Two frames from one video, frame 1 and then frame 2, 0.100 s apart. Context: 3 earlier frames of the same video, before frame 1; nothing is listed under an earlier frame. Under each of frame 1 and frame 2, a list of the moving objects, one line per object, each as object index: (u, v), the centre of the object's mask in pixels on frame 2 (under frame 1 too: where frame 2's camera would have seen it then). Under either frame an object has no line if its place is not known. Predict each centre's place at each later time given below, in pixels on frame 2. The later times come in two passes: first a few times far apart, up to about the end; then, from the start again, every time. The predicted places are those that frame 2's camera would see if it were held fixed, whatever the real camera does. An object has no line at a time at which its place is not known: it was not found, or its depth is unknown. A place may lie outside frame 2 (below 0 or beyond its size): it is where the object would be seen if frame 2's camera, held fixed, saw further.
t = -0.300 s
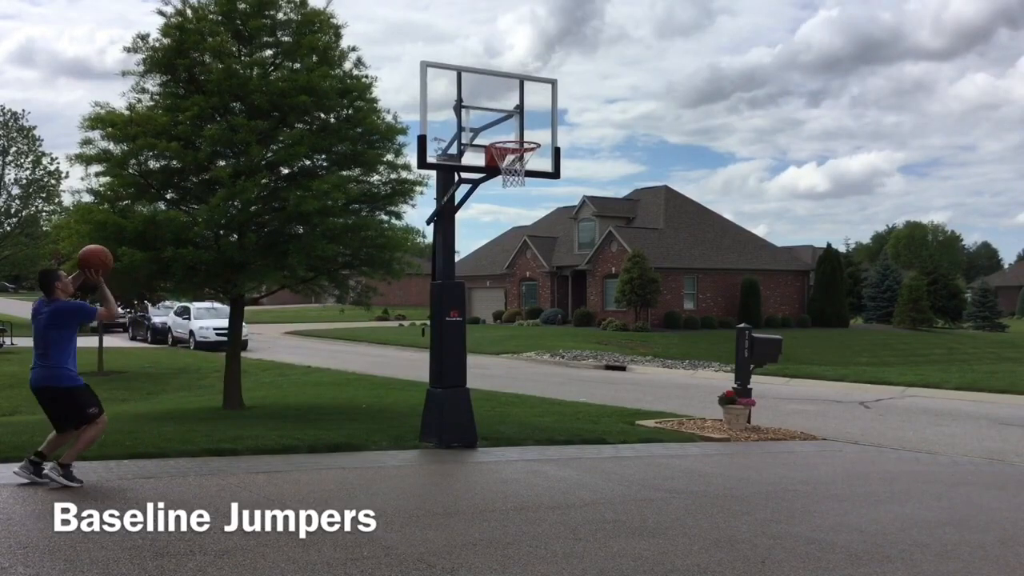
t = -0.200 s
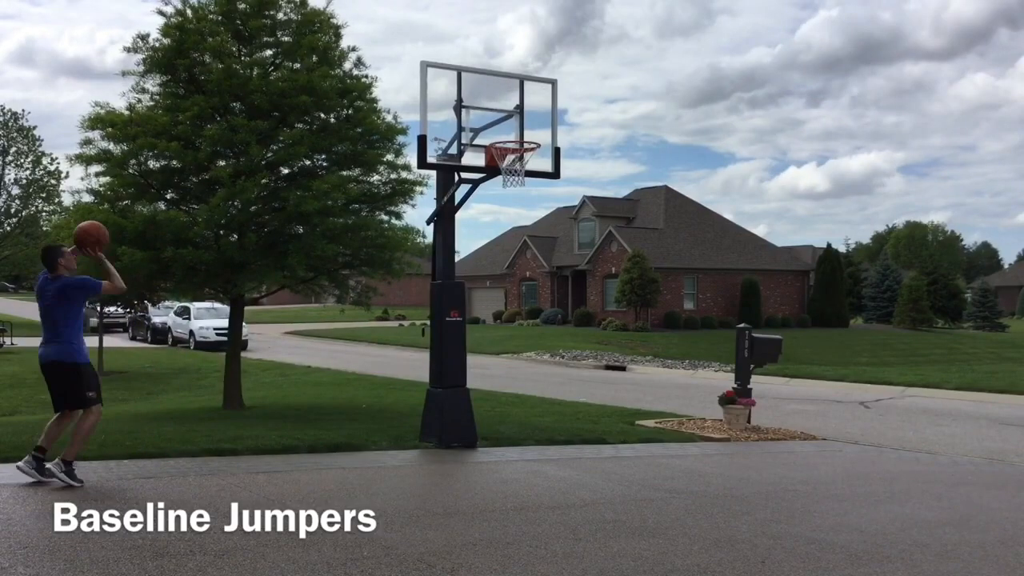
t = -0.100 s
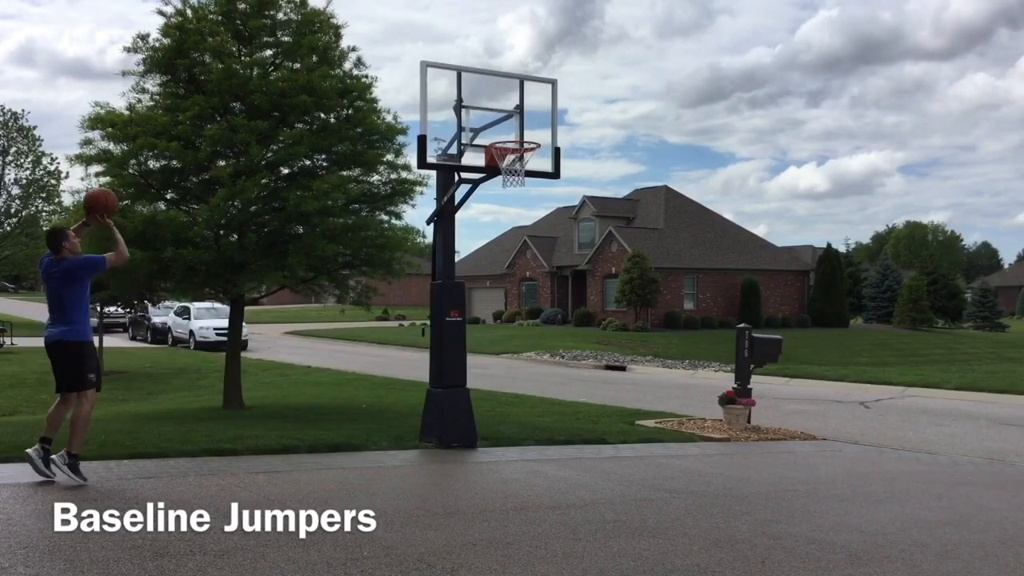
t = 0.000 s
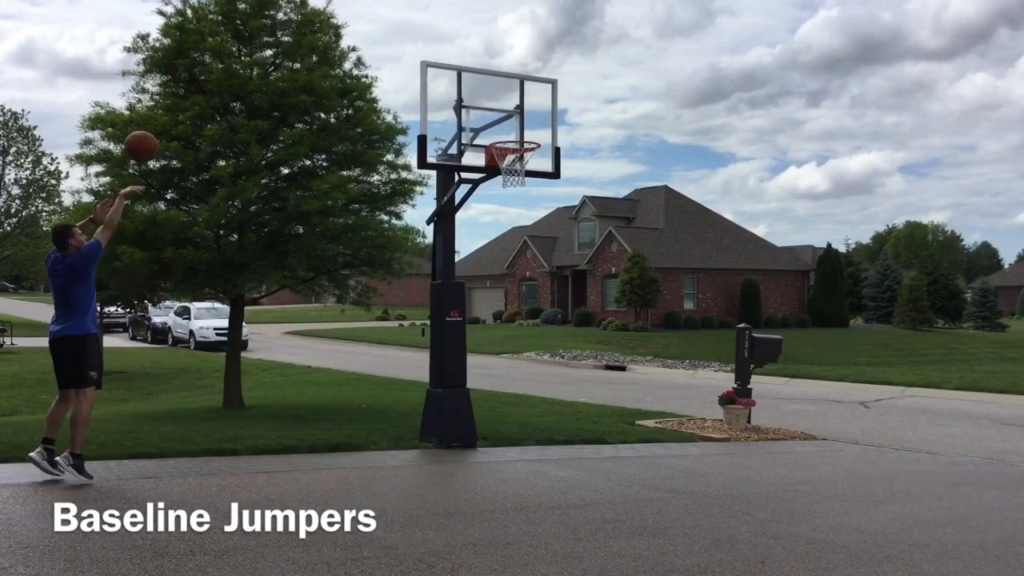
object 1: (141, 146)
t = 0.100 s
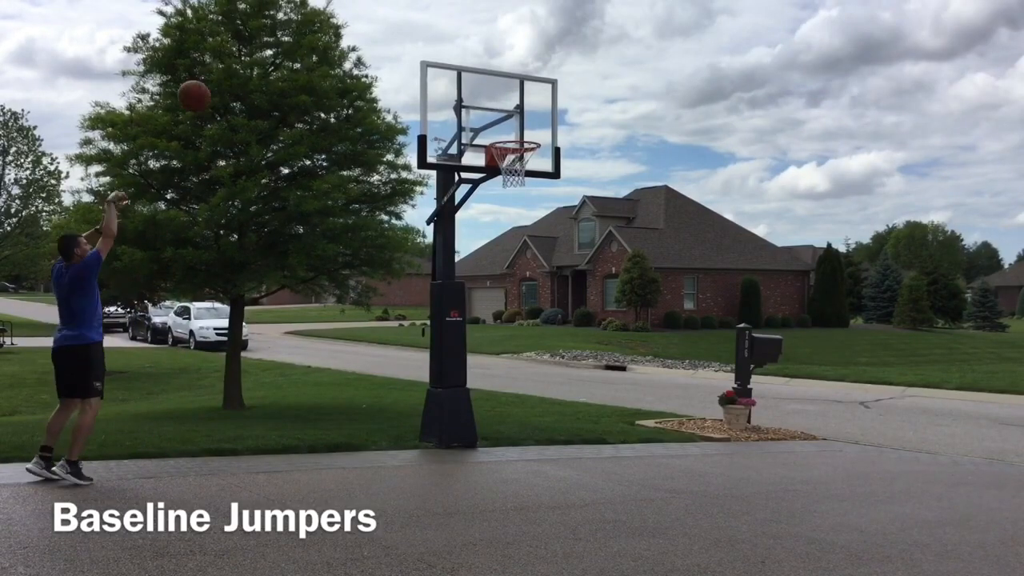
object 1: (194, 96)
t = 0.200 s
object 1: (243, 60)
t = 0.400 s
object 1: (335, 28)
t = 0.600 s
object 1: (417, 44)
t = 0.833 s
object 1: (502, 114)
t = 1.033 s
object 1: (501, 165)
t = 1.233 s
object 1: (505, 156)
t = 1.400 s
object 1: (514, 195)
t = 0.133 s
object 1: (211, 82)
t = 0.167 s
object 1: (228, 71)
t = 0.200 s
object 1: (243, 60)
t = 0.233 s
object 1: (260, 51)
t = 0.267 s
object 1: (275, 44)
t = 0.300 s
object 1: (291, 38)
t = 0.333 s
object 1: (306, 33)
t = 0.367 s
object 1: (320, 30)
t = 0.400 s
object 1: (335, 28)
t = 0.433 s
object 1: (349, 28)
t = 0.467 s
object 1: (363, 29)
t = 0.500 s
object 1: (377, 31)
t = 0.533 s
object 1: (391, 34)
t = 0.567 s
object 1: (404, 38)
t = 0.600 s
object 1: (417, 44)
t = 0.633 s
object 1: (430, 51)
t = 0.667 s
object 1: (442, 59)
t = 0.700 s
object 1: (455, 68)
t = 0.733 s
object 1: (467, 78)
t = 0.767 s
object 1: (479, 89)
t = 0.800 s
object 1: (491, 101)
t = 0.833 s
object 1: (502, 114)
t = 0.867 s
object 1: (513, 128)
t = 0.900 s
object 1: (525, 143)
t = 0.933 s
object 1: (522, 153)
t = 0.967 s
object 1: (513, 156)
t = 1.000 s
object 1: (505, 163)
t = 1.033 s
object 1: (501, 165)
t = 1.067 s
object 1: (498, 165)
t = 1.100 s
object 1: (495, 156)
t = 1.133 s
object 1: (497, 156)
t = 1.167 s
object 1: (501, 154)
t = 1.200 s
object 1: (504, 155)
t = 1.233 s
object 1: (505, 156)
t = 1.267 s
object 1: (508, 168)
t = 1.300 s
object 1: (509, 176)
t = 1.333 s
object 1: (510, 184)
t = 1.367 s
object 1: (512, 187)
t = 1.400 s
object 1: (514, 195)
